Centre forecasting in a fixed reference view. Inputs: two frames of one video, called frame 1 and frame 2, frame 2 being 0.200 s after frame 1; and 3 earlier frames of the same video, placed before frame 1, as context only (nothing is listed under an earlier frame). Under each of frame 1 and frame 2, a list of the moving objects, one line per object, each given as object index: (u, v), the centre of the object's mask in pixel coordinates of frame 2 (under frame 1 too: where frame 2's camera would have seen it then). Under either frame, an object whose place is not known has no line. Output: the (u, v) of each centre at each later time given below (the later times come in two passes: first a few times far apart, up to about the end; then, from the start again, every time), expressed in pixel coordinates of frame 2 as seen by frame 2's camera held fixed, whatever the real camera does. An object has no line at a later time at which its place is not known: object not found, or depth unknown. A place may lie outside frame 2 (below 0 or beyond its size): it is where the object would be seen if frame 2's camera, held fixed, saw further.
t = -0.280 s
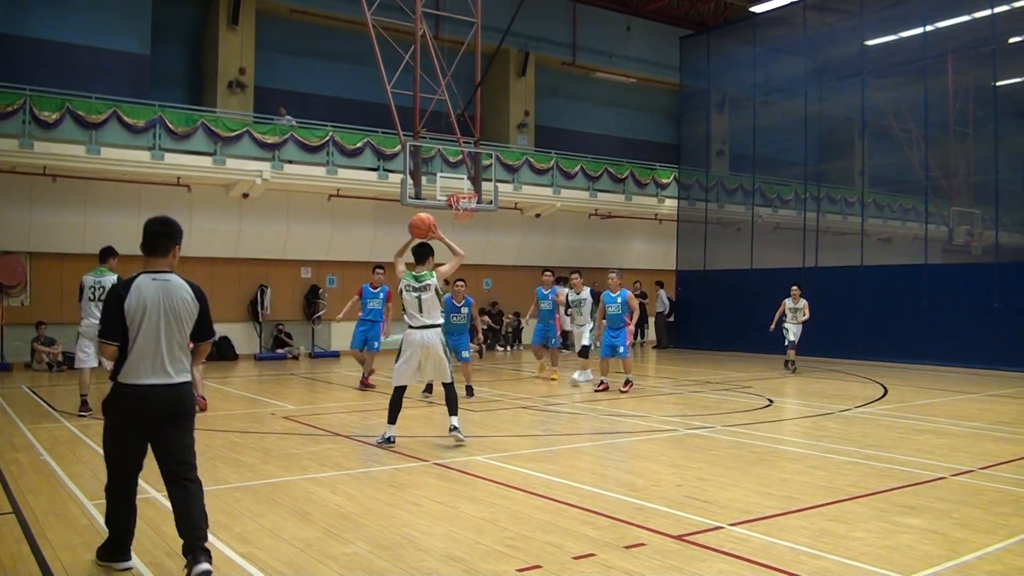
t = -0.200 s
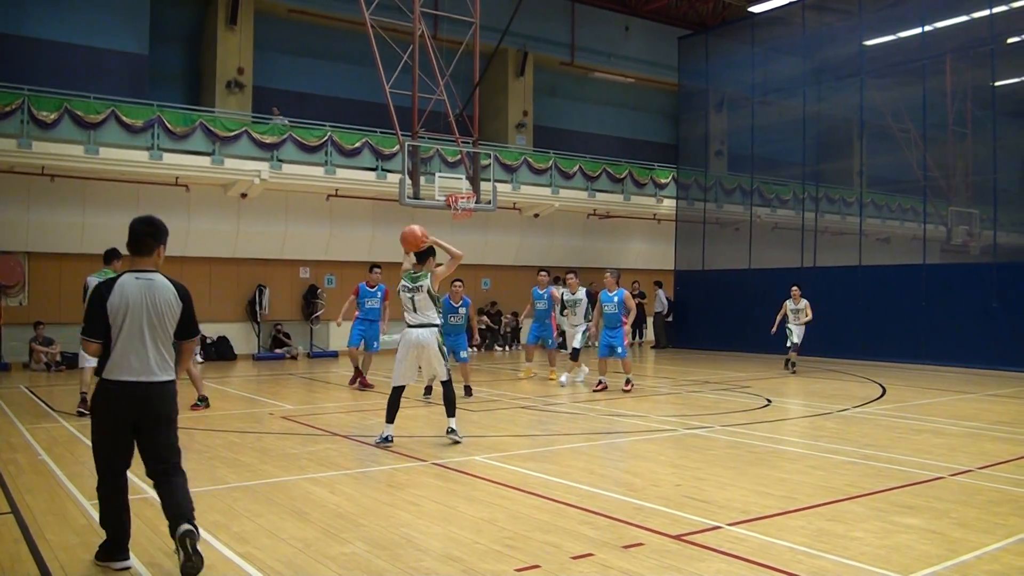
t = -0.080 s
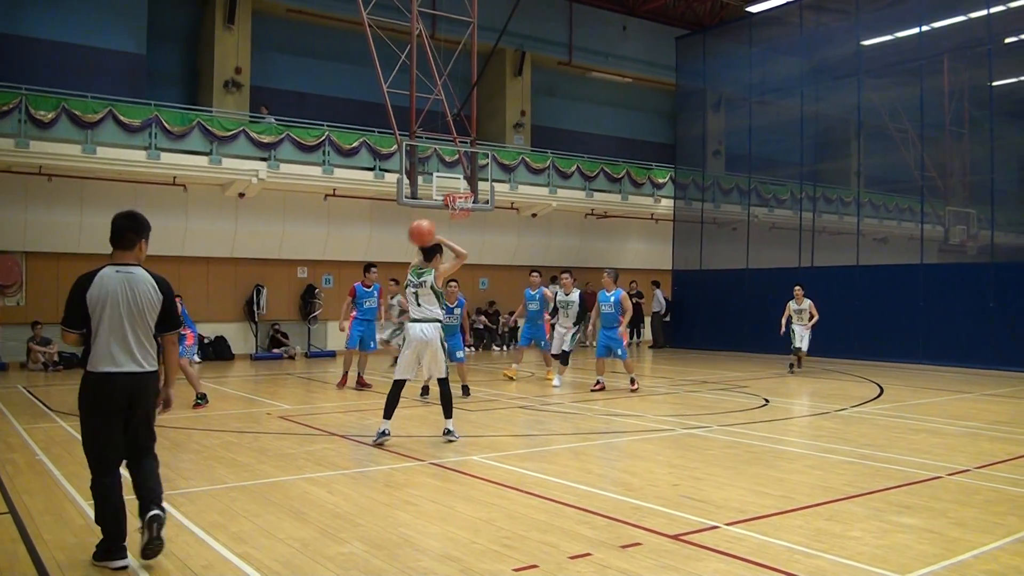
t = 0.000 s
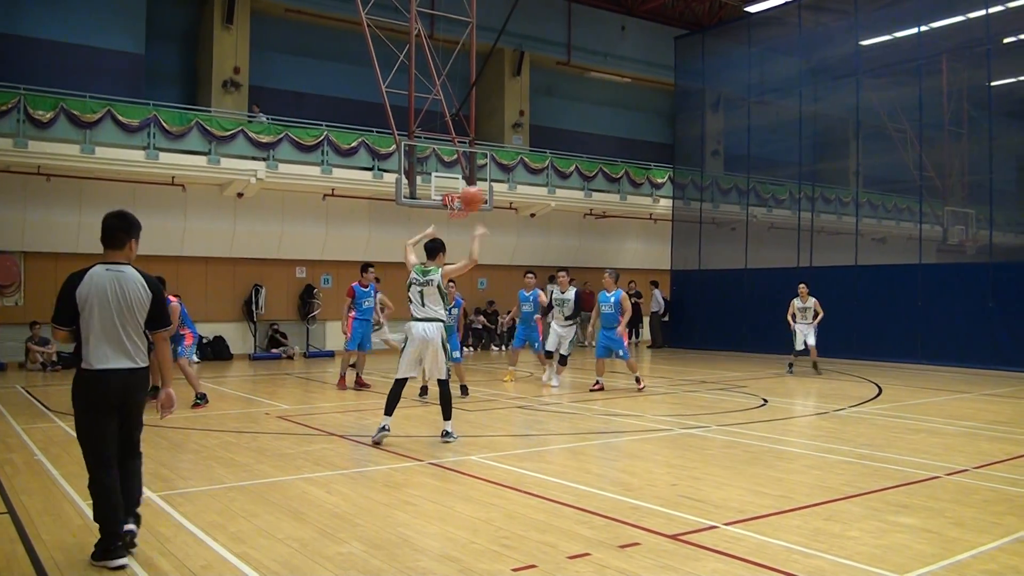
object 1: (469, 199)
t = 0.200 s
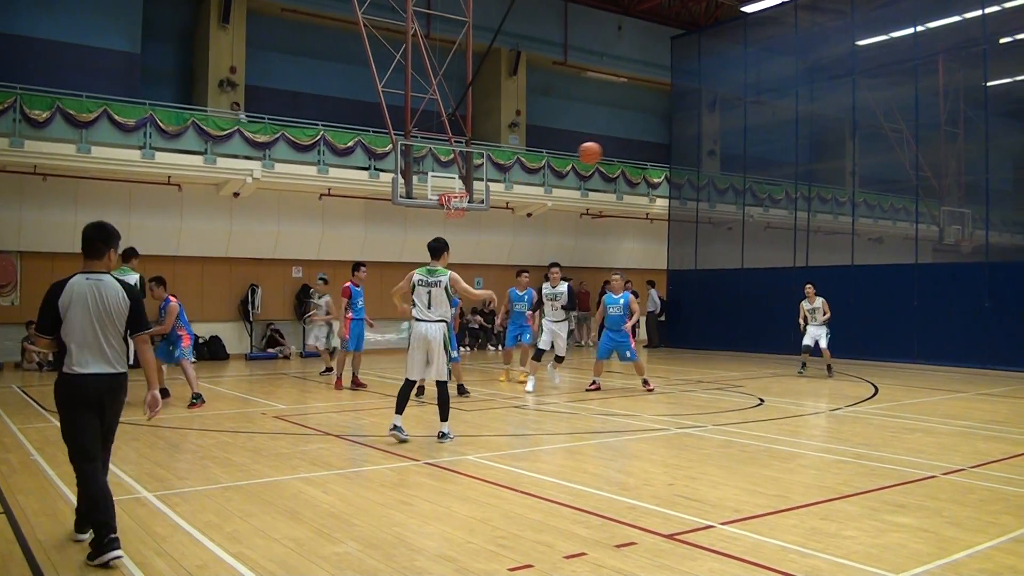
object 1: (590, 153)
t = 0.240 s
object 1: (611, 150)
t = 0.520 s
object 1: (729, 164)
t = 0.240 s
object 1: (611, 150)
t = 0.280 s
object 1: (630, 148)
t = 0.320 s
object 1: (649, 147)
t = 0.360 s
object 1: (667, 148)
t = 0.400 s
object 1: (684, 150)
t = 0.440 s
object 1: (700, 154)
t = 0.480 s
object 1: (715, 159)
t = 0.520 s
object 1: (729, 164)
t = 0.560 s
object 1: (742, 171)
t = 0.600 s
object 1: (753, 179)
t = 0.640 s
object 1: (764, 188)
